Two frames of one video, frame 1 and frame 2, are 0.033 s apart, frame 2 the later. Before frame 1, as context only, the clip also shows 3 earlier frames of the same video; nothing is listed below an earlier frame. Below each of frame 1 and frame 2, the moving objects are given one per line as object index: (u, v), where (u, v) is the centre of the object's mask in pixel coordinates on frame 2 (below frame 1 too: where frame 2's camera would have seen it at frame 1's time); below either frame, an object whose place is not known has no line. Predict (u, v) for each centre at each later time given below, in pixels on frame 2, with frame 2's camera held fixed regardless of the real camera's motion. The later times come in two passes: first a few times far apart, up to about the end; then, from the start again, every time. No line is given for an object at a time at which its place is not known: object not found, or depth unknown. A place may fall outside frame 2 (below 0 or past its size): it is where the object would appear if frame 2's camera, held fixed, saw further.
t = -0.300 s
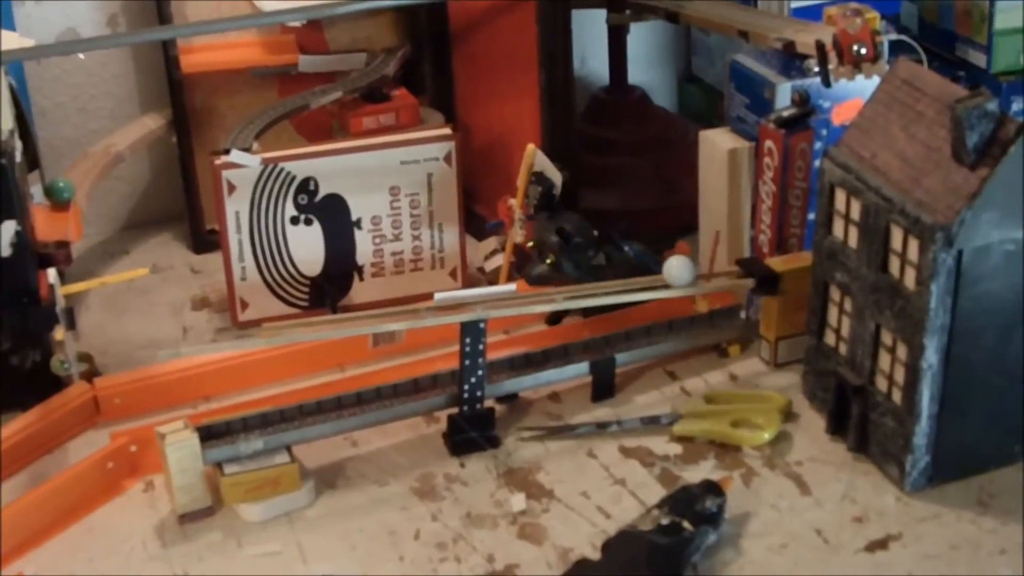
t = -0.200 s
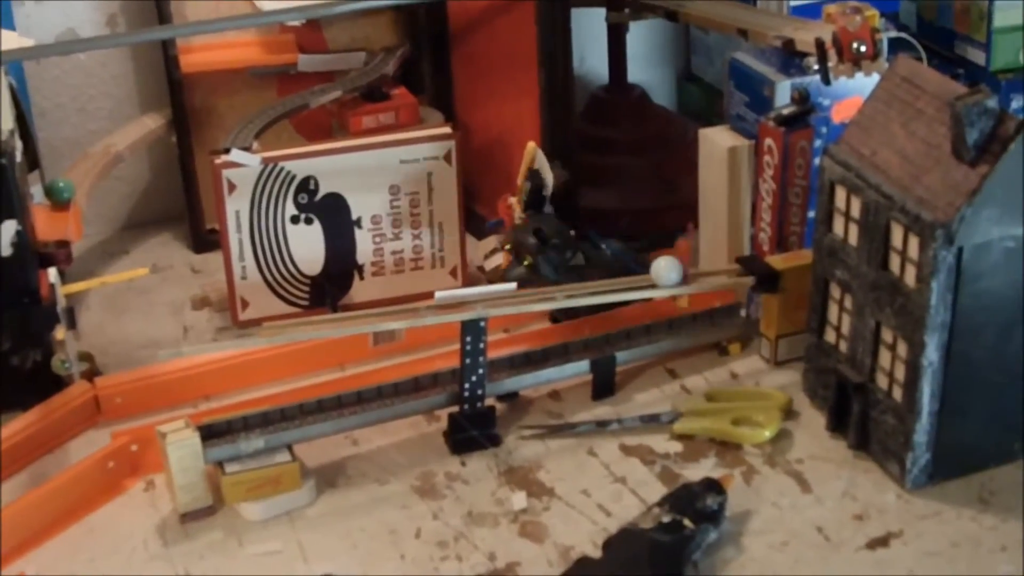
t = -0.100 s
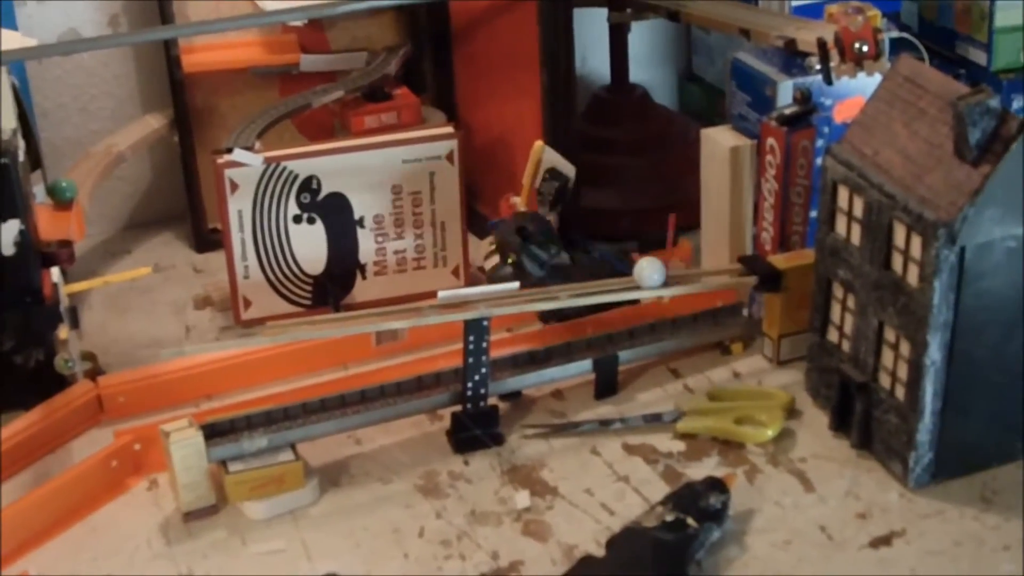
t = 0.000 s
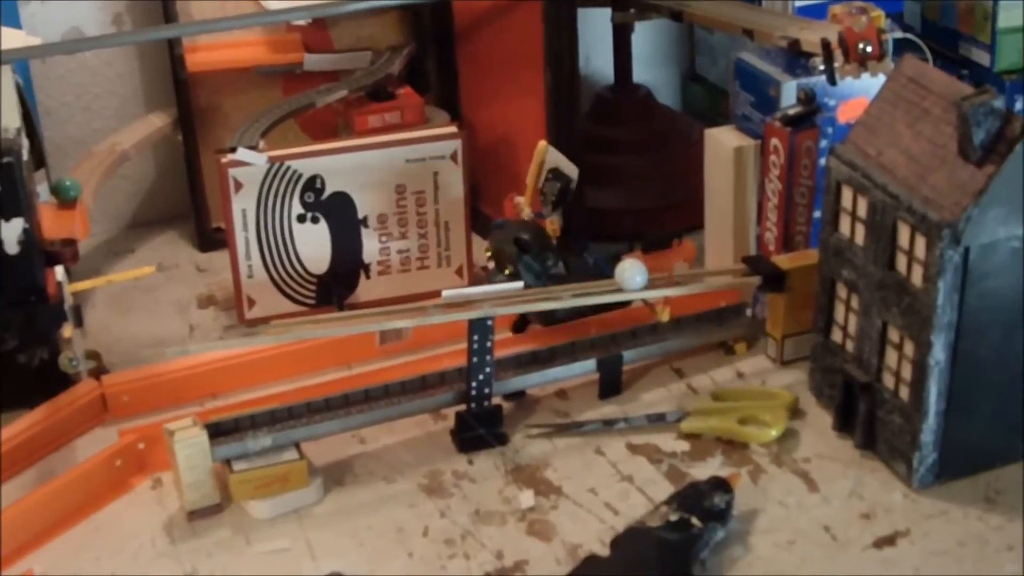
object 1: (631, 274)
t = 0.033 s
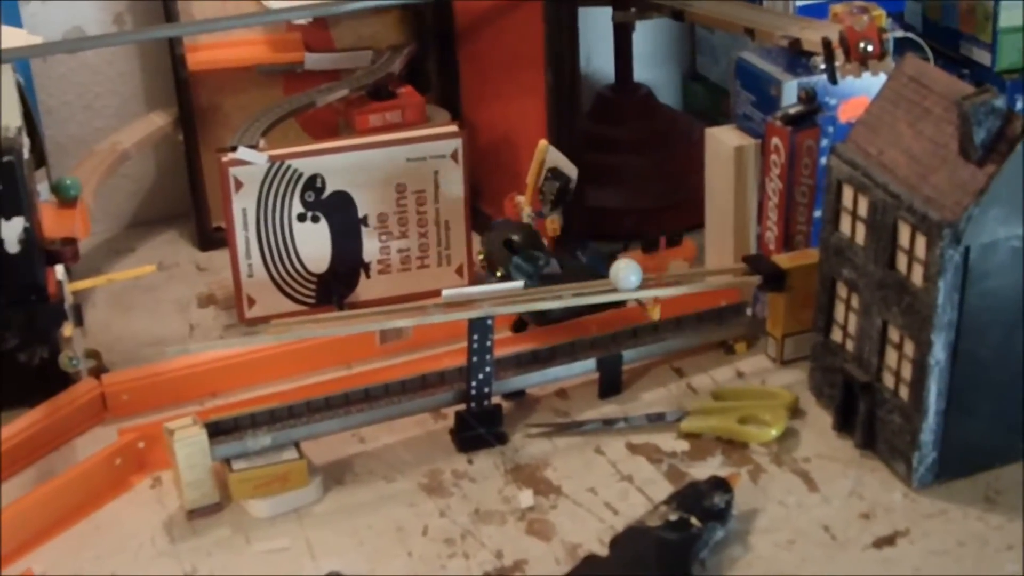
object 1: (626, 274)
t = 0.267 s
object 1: (586, 279)
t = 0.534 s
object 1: (550, 282)
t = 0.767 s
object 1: (525, 286)
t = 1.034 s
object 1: (488, 289)
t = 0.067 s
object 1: (621, 275)
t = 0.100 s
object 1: (617, 275)
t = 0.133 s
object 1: (613, 276)
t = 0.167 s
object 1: (607, 277)
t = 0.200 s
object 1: (599, 277)
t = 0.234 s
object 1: (592, 278)
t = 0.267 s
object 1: (586, 279)
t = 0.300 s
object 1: (581, 279)
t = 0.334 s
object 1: (576, 279)
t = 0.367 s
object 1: (573, 280)
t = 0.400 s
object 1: (570, 279)
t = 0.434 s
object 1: (566, 279)
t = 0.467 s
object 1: (561, 279)
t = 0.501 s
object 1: (555, 281)
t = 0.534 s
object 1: (550, 282)
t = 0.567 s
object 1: (545, 283)
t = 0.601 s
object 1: (541, 283)
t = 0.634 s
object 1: (538, 284)
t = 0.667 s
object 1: (536, 284)
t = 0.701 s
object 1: (534, 284)
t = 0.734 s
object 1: (530, 284)
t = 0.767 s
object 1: (525, 286)
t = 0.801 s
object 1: (521, 286)
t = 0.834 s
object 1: (517, 287)
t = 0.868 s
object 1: (514, 287)
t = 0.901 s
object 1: (512, 287)
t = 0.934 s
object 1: (508, 287)
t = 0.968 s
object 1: (500, 288)
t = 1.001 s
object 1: (493, 289)
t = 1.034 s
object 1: (488, 289)
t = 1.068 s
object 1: (484, 289)
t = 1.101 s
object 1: (480, 290)
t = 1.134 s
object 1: (475, 291)
